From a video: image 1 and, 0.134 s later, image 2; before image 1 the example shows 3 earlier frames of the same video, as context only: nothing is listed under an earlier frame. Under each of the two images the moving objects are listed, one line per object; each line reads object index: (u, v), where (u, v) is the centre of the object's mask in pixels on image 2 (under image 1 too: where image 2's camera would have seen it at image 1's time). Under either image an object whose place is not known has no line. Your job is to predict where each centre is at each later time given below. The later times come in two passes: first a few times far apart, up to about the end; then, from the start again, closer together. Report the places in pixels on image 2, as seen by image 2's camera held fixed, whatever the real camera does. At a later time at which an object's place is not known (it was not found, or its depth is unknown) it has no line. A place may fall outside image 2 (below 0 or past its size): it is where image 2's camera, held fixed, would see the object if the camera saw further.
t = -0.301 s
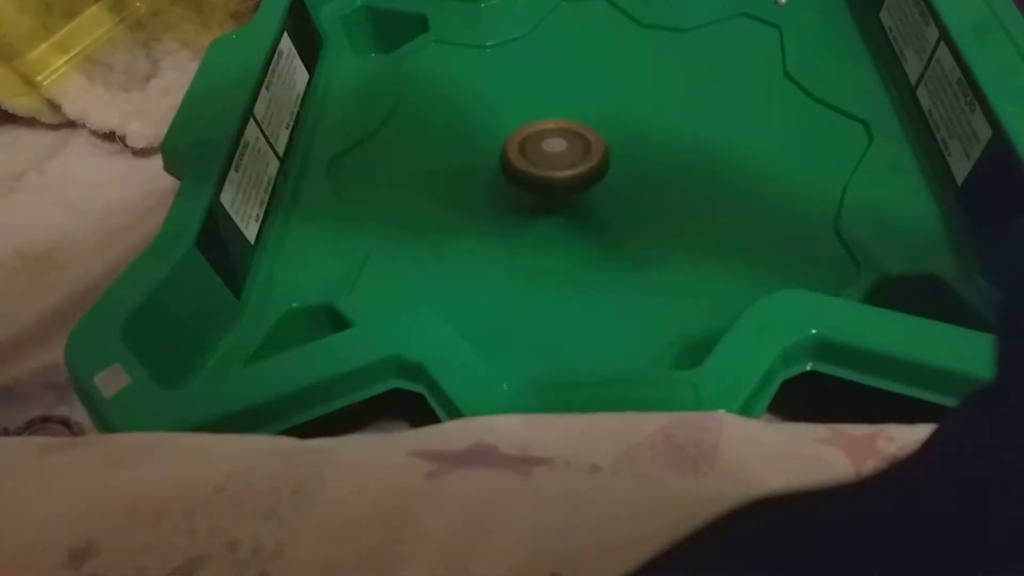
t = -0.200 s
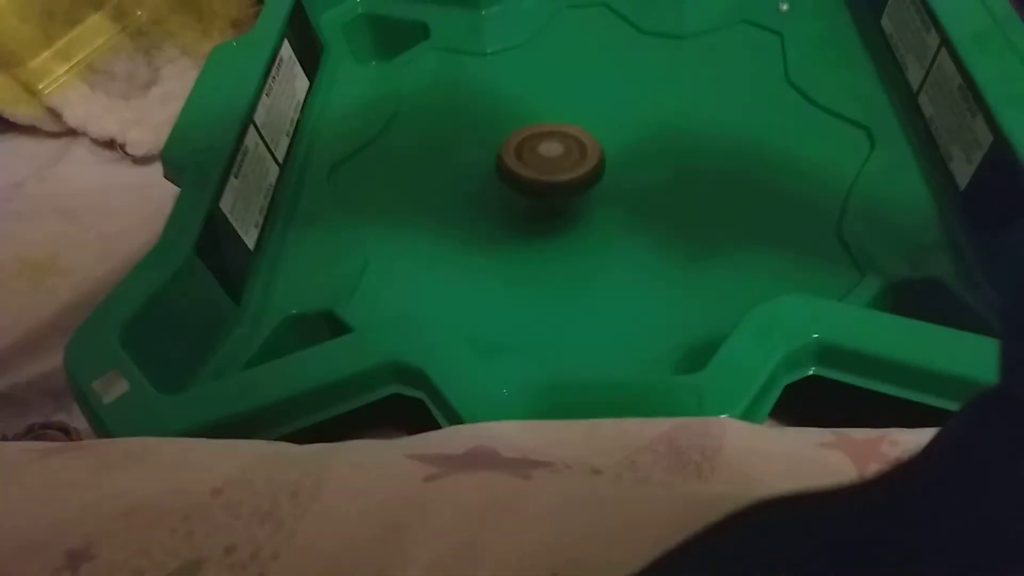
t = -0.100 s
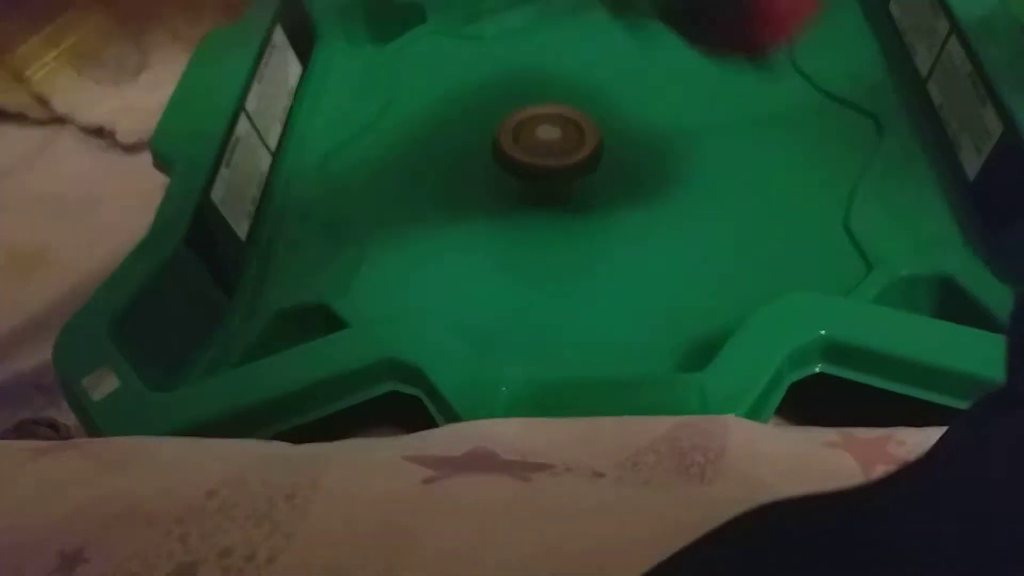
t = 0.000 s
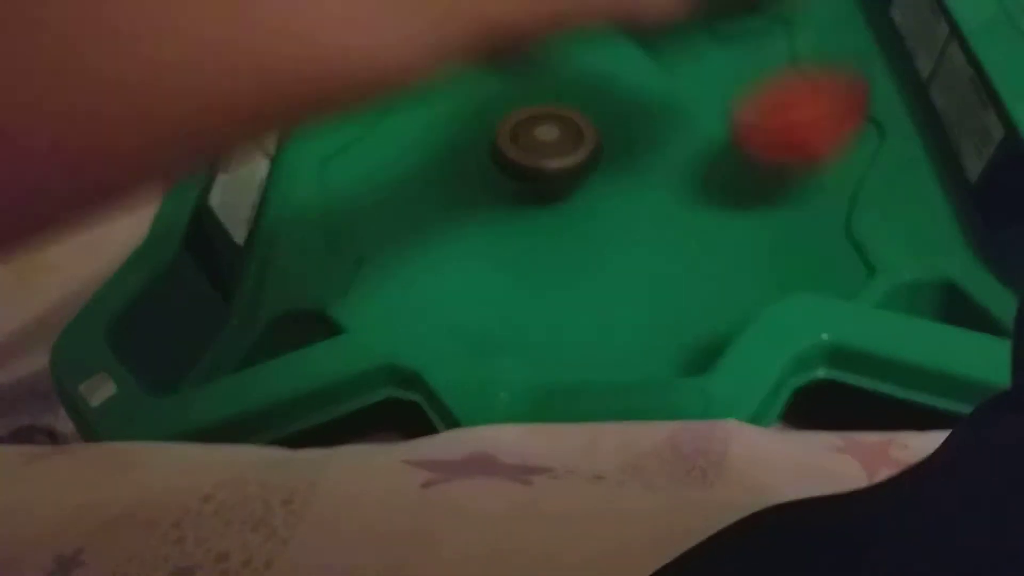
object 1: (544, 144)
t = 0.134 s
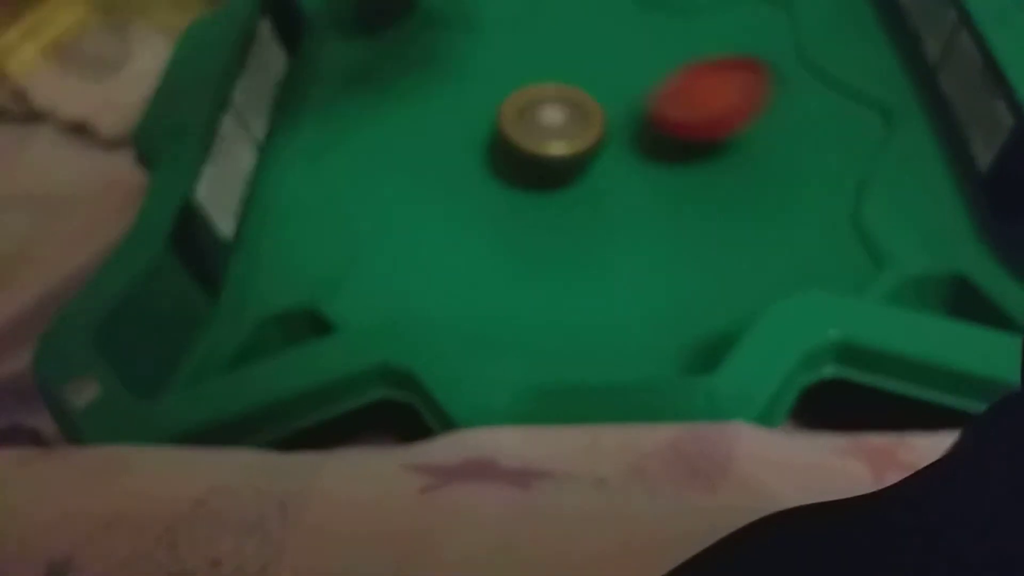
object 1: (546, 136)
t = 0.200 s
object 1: (509, 133)
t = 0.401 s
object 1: (400, 133)
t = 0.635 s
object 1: (380, 149)
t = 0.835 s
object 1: (467, 151)
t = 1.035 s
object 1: (527, 142)
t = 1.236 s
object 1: (568, 131)
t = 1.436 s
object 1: (469, 86)
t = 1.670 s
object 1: (421, 127)
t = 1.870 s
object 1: (373, 206)
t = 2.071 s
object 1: (348, 260)
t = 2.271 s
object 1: (460, 229)
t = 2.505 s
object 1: (559, 125)
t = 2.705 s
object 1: (579, 44)
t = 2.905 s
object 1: (602, 42)
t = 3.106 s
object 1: (605, 87)
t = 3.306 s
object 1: (630, 155)
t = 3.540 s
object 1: (626, 217)
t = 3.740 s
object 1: (575, 214)
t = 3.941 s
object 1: (500, 182)
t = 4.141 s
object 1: (459, 128)
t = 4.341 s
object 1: (481, 93)
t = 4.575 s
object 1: (570, 112)
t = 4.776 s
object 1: (669, 137)
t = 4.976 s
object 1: (687, 135)
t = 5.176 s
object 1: (623, 73)
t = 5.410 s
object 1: (511, 54)
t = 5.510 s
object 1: (468, 30)
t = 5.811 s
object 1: (465, 52)
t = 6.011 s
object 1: (553, 130)
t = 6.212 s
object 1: (612, 215)
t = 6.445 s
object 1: (589, 248)
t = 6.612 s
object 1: (550, 220)
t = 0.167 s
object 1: (544, 134)
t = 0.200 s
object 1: (509, 133)
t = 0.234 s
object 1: (473, 132)
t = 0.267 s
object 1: (444, 132)
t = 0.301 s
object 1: (422, 131)
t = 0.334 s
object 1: (408, 131)
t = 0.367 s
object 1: (401, 131)
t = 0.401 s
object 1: (400, 133)
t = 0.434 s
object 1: (397, 135)
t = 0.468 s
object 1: (379, 139)
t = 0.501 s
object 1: (368, 142)
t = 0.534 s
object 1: (363, 143)
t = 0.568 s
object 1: (366, 145)
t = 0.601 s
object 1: (371, 148)
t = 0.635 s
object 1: (380, 149)
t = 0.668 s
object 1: (393, 150)
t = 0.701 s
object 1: (406, 151)
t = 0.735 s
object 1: (421, 152)
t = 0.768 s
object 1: (437, 152)
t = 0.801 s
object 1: (453, 152)
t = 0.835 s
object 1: (467, 151)
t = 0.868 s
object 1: (480, 151)
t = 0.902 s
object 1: (493, 149)
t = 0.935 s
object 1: (503, 147)
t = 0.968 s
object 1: (512, 145)
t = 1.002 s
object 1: (520, 144)
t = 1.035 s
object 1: (527, 142)
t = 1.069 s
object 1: (534, 139)
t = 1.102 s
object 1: (540, 137)
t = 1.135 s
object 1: (547, 135)
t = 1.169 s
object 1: (554, 133)
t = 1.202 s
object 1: (562, 132)
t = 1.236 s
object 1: (568, 131)
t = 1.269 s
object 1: (559, 121)
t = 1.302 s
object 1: (532, 110)
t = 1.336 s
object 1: (509, 101)
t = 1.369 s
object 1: (490, 94)
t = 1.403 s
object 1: (477, 89)
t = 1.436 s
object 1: (469, 86)
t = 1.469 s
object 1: (465, 86)
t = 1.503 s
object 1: (464, 88)
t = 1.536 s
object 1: (466, 91)
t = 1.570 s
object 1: (454, 98)
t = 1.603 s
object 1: (438, 108)
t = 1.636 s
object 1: (428, 118)
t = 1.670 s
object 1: (421, 127)
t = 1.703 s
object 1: (418, 136)
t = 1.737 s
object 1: (403, 151)
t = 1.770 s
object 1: (388, 168)
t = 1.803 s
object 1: (378, 183)
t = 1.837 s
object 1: (374, 195)
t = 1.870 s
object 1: (373, 206)
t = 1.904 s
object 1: (377, 213)
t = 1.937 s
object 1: (381, 217)
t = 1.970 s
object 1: (375, 226)
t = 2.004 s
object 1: (359, 242)
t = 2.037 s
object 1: (349, 253)
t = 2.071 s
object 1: (348, 260)
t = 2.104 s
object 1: (361, 261)
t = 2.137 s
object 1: (377, 258)
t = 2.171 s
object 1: (395, 254)
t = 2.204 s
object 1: (416, 246)
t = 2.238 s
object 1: (438, 238)
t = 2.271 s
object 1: (460, 229)
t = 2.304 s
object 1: (481, 217)
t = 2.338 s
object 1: (500, 205)
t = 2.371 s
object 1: (517, 191)
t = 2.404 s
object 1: (531, 176)
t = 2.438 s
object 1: (543, 160)
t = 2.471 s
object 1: (553, 143)
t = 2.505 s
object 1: (559, 125)
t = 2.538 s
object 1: (564, 107)
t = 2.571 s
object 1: (565, 89)
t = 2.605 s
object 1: (565, 72)
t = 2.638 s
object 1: (565, 58)
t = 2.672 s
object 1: (572, 51)
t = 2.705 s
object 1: (579, 44)
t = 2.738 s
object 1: (584, 39)
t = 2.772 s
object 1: (589, 36)
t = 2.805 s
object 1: (593, 36)
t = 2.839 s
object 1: (597, 37)
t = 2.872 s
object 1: (600, 39)
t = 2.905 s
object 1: (602, 42)
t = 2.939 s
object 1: (603, 48)
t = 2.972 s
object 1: (604, 54)
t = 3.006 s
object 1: (603, 61)
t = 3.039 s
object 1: (603, 69)
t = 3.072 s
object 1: (604, 78)
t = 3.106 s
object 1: (605, 87)
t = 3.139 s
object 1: (607, 97)
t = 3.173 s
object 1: (611, 107)
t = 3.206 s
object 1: (615, 118)
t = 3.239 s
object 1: (620, 131)
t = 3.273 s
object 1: (626, 142)
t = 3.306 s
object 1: (630, 155)
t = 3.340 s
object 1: (634, 167)
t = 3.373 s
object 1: (636, 180)
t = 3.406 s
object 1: (638, 190)
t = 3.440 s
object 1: (637, 199)
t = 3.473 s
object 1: (635, 207)
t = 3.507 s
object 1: (631, 213)
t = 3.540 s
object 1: (626, 217)
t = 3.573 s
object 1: (619, 219)
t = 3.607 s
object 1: (612, 220)
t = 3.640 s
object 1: (604, 220)
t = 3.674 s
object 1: (595, 219)
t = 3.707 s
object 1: (586, 218)
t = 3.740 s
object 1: (575, 214)
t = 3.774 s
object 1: (563, 211)
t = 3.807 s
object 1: (550, 207)
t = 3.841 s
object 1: (542, 200)
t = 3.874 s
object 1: (527, 192)
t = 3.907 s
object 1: (512, 189)
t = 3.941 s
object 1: (500, 182)
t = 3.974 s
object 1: (489, 173)
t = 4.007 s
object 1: (479, 164)
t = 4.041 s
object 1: (471, 156)
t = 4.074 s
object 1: (466, 146)
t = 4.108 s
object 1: (461, 138)
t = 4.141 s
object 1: (459, 128)
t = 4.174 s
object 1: (459, 121)
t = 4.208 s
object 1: (460, 113)
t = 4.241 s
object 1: (462, 107)
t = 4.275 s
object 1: (467, 102)
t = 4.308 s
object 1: (474, 97)
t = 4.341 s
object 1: (481, 93)
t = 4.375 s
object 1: (489, 90)
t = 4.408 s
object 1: (500, 88)
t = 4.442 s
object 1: (511, 86)
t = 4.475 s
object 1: (525, 91)
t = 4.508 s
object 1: (539, 98)
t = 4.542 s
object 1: (553, 105)
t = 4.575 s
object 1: (570, 112)
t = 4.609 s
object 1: (588, 117)
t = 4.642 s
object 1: (606, 121)
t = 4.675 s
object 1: (625, 125)
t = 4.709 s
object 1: (643, 129)
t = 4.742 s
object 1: (657, 133)
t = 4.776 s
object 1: (669, 137)
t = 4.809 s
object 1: (679, 142)
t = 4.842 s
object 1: (687, 147)
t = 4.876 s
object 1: (693, 147)
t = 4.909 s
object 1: (694, 148)
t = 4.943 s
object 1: (689, 150)
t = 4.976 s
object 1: (687, 135)
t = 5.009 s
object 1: (681, 116)
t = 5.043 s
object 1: (672, 100)
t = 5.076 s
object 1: (662, 89)
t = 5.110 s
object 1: (651, 80)
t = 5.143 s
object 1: (637, 75)
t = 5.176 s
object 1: (623, 73)
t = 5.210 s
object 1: (608, 73)
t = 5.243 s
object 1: (591, 74)
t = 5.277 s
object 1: (575, 74)
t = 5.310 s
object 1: (562, 75)
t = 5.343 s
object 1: (545, 73)
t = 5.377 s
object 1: (529, 64)
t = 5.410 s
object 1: (511, 54)
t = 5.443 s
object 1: (494, 44)
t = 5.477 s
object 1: (480, 35)
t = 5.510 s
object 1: (468, 30)
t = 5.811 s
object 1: (465, 52)
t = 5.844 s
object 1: (475, 63)
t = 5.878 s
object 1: (486, 74)
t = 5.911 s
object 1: (501, 87)
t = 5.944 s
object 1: (519, 99)
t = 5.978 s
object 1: (534, 114)
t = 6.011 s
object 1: (553, 130)
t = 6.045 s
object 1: (570, 144)
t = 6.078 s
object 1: (581, 160)
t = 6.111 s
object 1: (591, 174)
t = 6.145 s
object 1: (598, 189)
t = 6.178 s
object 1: (607, 203)
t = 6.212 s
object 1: (612, 215)
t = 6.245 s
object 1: (614, 225)
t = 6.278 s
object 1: (614, 234)
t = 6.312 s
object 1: (611, 241)
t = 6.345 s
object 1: (607, 245)
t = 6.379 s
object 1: (601, 249)
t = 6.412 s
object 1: (595, 249)
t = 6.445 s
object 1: (589, 248)
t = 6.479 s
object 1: (582, 246)
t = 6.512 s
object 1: (575, 241)
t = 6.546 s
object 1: (566, 235)
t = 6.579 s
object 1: (558, 228)
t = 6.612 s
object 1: (550, 220)
